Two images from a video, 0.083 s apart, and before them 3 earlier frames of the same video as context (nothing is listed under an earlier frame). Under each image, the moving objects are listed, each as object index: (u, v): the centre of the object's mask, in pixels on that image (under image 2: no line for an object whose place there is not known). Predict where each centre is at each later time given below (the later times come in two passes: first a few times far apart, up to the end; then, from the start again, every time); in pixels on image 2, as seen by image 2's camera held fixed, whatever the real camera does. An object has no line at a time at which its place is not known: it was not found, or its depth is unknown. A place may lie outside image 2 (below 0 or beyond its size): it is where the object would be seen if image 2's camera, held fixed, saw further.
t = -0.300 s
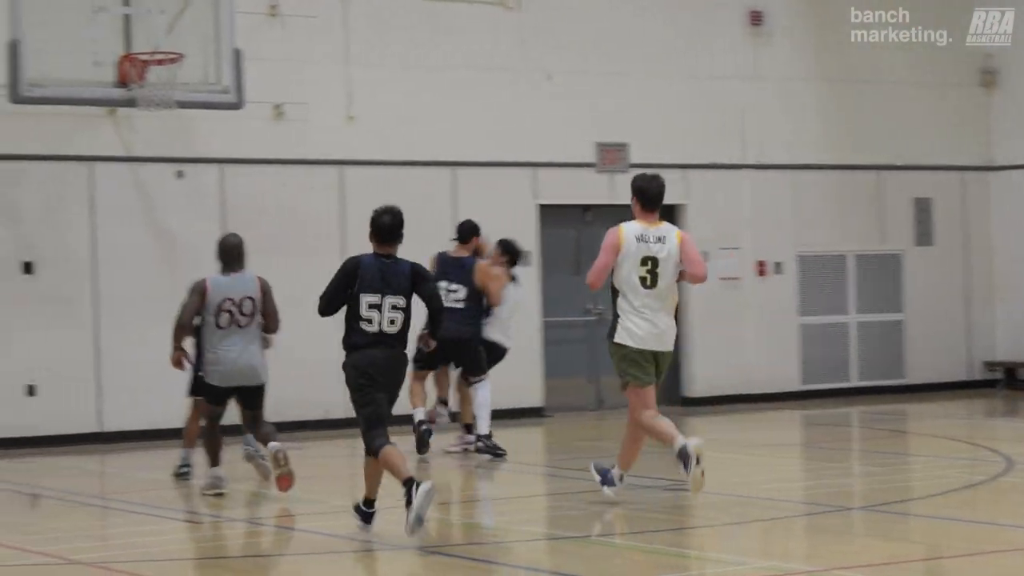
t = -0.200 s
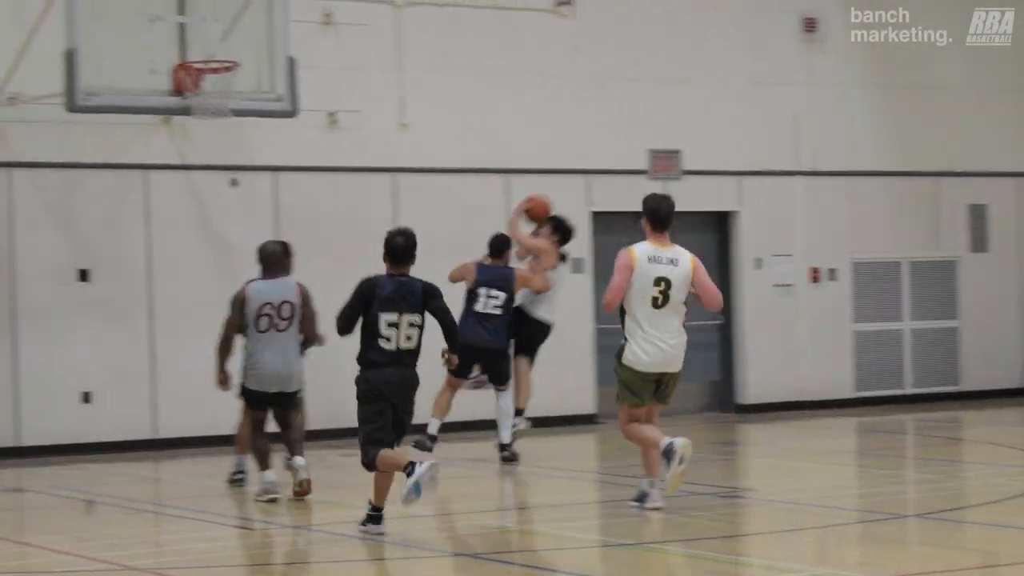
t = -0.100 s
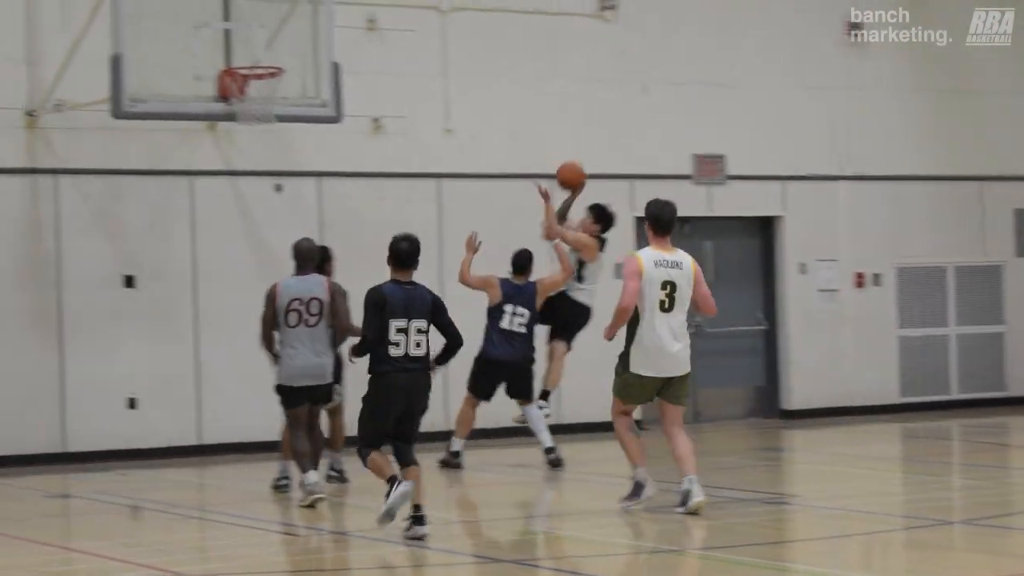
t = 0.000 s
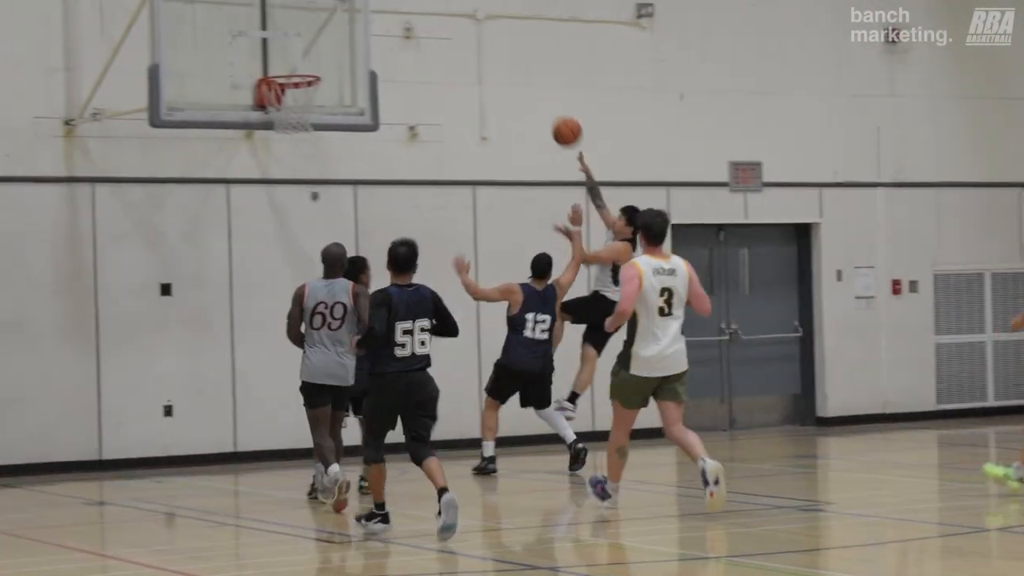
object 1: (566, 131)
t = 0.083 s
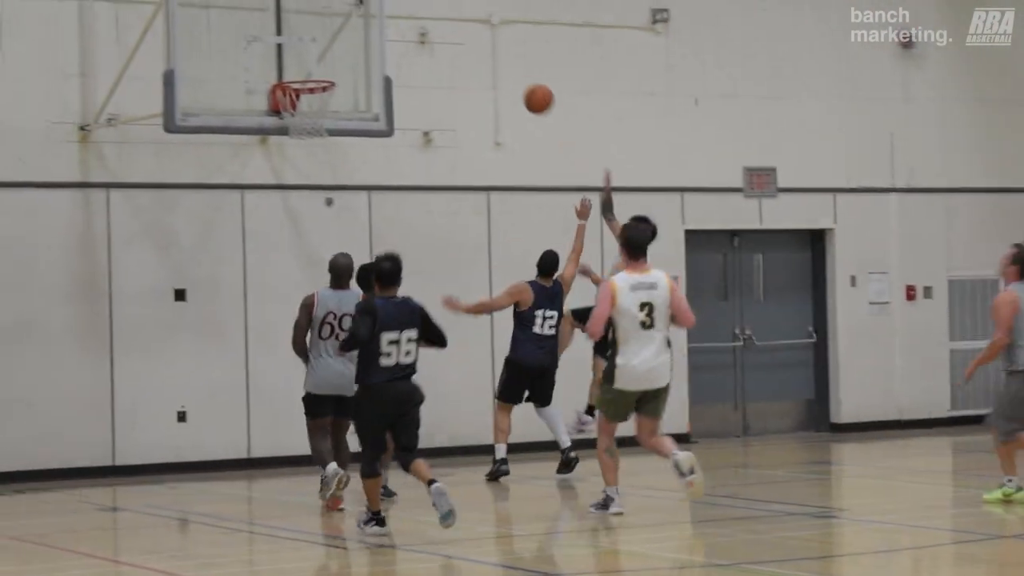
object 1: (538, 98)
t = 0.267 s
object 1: (445, 42)
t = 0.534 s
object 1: (333, 39)
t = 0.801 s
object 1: (300, 107)
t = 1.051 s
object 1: (312, 132)
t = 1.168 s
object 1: (316, 160)
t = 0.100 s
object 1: (530, 92)
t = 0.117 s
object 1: (521, 86)
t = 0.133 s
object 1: (513, 80)
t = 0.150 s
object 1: (504, 74)
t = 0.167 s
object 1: (496, 69)
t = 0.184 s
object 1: (488, 64)
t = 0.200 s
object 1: (479, 60)
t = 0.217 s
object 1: (470, 55)
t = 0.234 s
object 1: (462, 51)
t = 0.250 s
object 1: (454, 47)
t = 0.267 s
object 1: (445, 42)
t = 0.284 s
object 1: (436, 38)
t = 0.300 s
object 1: (428, 36)
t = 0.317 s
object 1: (420, 33)
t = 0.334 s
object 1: (411, 31)
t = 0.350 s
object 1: (402, 30)
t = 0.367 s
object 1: (394, 28)
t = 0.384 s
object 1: (385, 27)
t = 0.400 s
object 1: (377, 27)
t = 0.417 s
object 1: (368, 27)
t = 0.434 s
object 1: (359, 29)
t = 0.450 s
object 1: (351, 31)
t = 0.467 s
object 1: (343, 33)
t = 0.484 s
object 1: (340, 34)
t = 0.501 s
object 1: (337, 35)
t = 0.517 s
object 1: (335, 37)
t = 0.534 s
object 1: (333, 39)
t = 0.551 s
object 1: (330, 42)
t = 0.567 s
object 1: (328, 45)
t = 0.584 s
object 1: (326, 48)
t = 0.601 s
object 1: (323, 52)
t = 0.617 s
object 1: (321, 56)
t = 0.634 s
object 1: (318, 61)
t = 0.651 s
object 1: (316, 65)
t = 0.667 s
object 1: (313, 70)
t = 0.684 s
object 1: (311, 76)
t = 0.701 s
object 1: (309, 81)
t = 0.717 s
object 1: (306, 87)
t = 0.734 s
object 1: (305, 94)
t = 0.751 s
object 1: (300, 100)
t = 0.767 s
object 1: (299, 104)
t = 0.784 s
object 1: (300, 107)
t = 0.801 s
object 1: (300, 107)
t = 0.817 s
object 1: (300, 107)
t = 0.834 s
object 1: (301, 108)
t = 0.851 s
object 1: (302, 109)
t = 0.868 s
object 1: (304, 112)
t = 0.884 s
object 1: (305, 113)
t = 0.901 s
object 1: (305, 114)
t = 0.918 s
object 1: (306, 114)
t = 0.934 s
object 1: (306, 115)
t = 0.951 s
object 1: (308, 117)
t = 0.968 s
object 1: (308, 119)
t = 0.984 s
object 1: (308, 122)
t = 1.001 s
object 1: (310, 125)
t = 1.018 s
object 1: (310, 127)
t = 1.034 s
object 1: (310, 129)
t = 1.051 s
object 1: (312, 132)
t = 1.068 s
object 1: (313, 136)
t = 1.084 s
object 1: (313, 140)
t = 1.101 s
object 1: (314, 147)
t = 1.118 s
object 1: (314, 150)
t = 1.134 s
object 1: (314, 152)
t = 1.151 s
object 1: (315, 155)
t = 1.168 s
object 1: (316, 160)
